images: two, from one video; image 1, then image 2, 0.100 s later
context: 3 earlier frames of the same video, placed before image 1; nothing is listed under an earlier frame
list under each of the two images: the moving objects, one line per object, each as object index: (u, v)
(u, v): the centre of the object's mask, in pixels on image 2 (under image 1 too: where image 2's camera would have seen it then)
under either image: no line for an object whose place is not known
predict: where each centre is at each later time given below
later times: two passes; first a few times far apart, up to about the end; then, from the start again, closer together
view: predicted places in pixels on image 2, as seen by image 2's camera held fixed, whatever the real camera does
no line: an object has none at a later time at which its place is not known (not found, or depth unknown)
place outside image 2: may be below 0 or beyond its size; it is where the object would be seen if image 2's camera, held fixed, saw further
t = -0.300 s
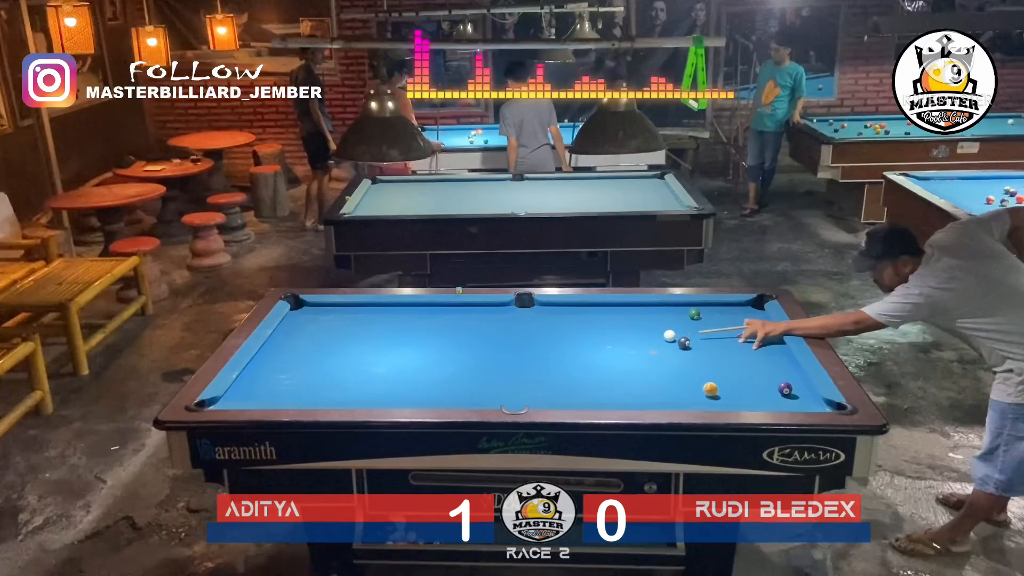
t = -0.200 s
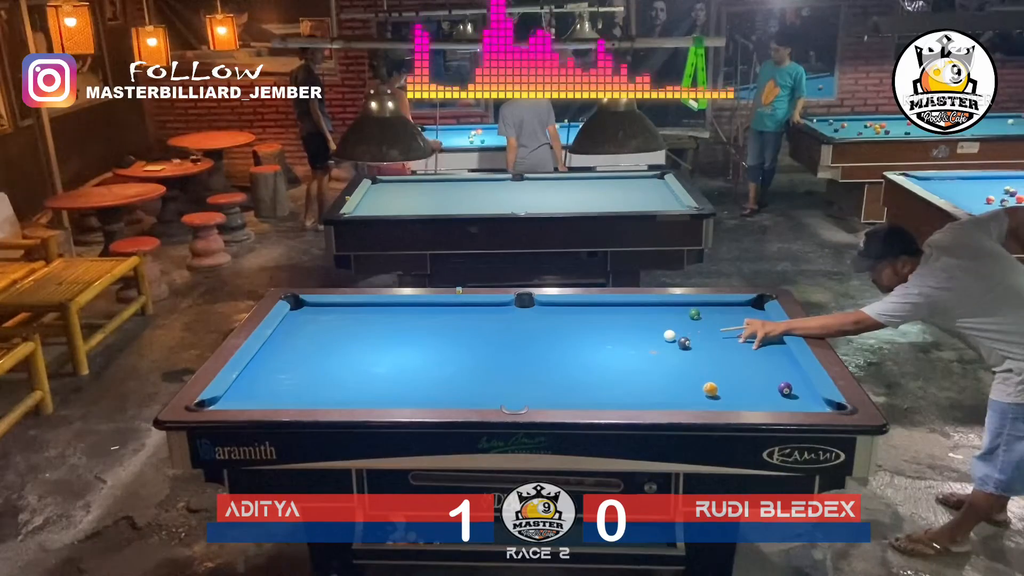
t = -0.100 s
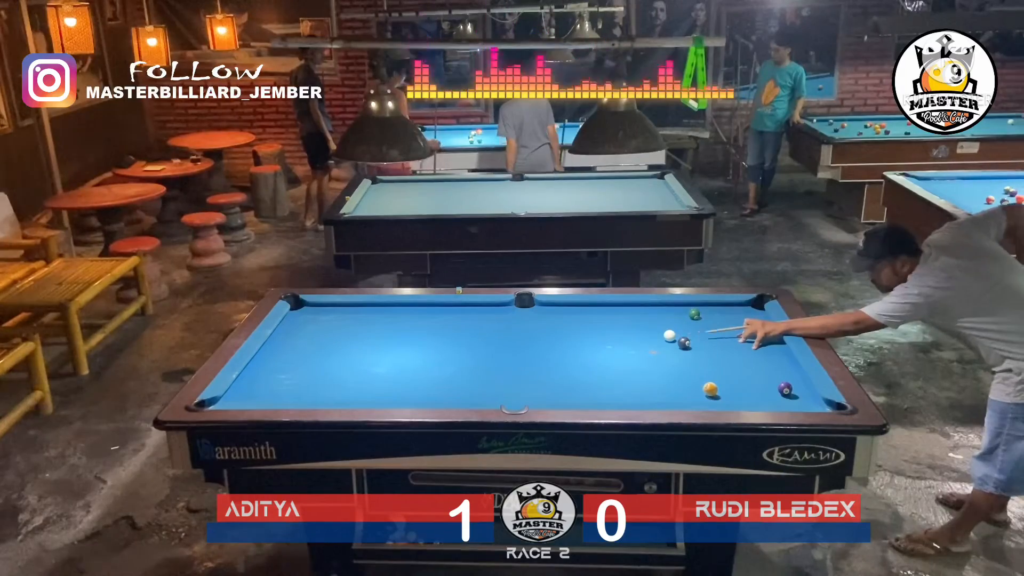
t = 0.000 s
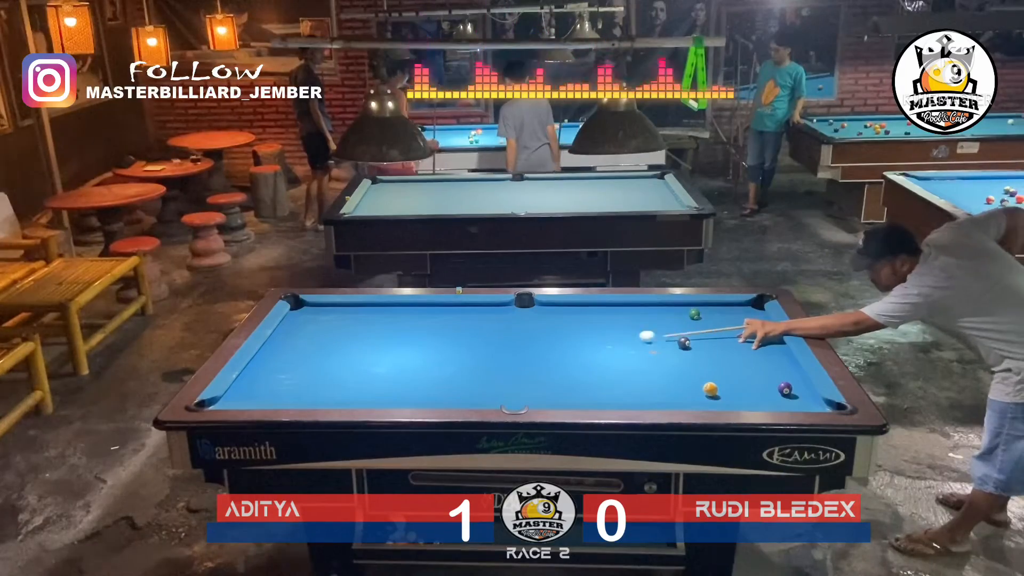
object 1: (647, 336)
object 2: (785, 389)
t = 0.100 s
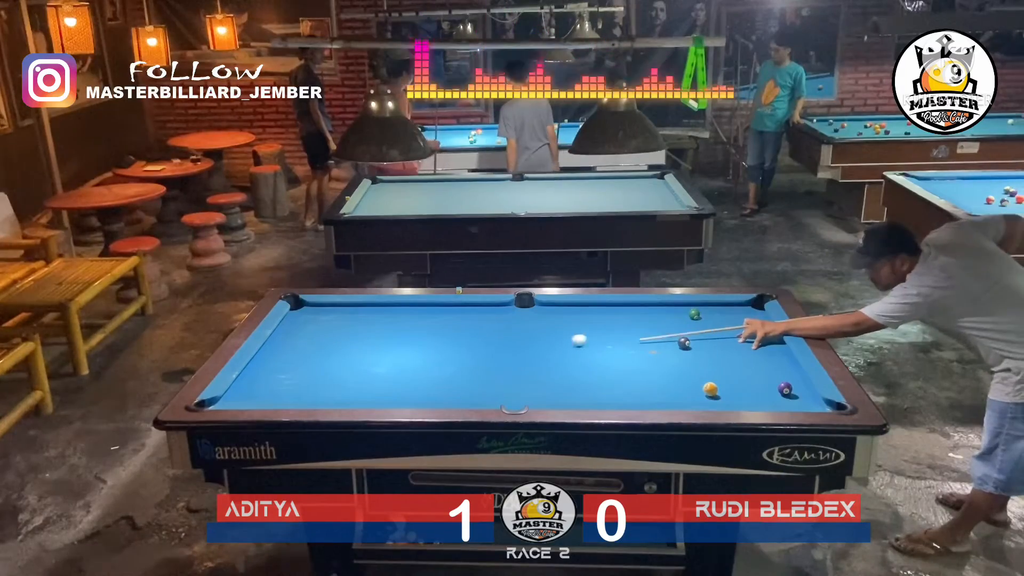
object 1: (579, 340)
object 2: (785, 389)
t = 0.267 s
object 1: (483, 345)
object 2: (785, 389)
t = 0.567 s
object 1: (333, 353)
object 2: (785, 389)
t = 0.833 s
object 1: (299, 359)
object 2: (785, 389)
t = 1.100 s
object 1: (382, 364)
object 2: (785, 389)
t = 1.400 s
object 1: (474, 369)
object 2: (785, 389)
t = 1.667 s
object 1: (555, 372)
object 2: (785, 389)
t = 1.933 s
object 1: (635, 377)
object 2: (785, 389)
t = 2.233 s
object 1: (725, 382)
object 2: (785, 389)
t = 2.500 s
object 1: (786, 380)
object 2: (801, 394)
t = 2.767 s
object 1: (783, 373)
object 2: (812, 401)
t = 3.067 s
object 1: (755, 366)
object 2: (811, 399)
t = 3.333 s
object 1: (735, 362)
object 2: (811, 398)
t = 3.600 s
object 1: (719, 359)
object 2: (811, 396)
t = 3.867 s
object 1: (707, 356)
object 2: (812, 395)
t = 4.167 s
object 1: (697, 354)
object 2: (812, 395)
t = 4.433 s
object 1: (693, 354)
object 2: (812, 395)
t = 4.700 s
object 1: (692, 353)
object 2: (812, 395)
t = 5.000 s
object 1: (692, 353)
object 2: (812, 395)
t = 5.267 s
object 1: (692, 353)
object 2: (812, 395)
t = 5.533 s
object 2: (812, 395)
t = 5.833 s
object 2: (812, 395)
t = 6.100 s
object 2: (810, 395)
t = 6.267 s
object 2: (812, 395)
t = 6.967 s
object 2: (812, 395)
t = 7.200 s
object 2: (812, 395)
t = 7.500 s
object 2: (812, 395)
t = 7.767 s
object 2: (812, 395)
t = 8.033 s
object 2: (812, 395)
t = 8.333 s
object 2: (812, 395)
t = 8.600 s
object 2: (812, 395)
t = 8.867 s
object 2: (812, 395)
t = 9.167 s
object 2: (812, 395)
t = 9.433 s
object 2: (812, 395)
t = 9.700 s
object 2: (812, 395)
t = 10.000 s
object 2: (812, 395)
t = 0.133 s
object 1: (558, 341)
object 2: (785, 389)
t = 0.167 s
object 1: (538, 342)
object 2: (785, 389)
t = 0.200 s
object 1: (519, 343)
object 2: (785, 389)
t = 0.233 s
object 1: (501, 344)
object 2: (785, 389)
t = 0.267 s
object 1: (483, 345)
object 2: (785, 389)
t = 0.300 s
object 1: (467, 346)
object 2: (785, 389)
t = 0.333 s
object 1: (450, 347)
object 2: (785, 389)
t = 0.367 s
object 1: (433, 348)
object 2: (785, 389)
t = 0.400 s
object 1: (417, 349)
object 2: (785, 389)
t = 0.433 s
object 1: (400, 350)
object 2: (785, 389)
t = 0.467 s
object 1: (383, 351)
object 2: (785, 389)
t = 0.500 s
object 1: (366, 352)
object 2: (785, 389)
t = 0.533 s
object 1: (350, 352)
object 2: (785, 389)
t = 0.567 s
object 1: (333, 353)
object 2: (785, 389)
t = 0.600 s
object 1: (316, 355)
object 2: (785, 389)
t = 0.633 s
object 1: (299, 356)
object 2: (785, 389)
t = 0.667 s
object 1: (282, 357)
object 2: (785, 389)
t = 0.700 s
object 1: (265, 358)
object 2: (785, 389)
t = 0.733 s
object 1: (263, 358)
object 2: (785, 389)
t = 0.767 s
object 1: (276, 359)
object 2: (785, 389)
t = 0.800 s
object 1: (288, 359)
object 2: (785, 389)
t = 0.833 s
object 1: (299, 359)
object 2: (785, 389)
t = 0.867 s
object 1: (309, 360)
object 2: (785, 389)
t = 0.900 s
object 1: (320, 361)
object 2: (785, 389)
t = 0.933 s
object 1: (330, 361)
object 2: (785, 389)
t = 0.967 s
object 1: (341, 361)
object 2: (785, 389)
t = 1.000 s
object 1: (351, 362)
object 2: (785, 389)
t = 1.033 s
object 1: (362, 363)
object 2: (785, 389)
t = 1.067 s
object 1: (372, 363)
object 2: (785, 389)
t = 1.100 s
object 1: (382, 364)
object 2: (785, 389)
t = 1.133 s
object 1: (393, 364)
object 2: (785, 389)
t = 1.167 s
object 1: (403, 365)
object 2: (785, 389)
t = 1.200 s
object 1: (413, 365)
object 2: (785, 389)
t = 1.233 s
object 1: (423, 366)
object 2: (785, 389)
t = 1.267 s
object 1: (433, 366)
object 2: (785, 389)
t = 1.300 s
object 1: (443, 367)
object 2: (785, 389)
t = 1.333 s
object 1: (454, 368)
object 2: (785, 389)
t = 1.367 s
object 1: (464, 368)
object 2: (785, 389)
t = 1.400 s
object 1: (474, 369)
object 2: (785, 389)
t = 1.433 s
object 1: (484, 369)
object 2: (785, 389)
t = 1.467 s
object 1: (495, 369)
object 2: (785, 389)
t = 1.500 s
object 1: (505, 370)
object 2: (785, 389)
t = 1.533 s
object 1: (515, 370)
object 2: (785, 389)
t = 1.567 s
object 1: (525, 371)
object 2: (785, 389)
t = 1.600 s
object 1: (535, 371)
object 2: (785, 389)
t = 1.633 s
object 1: (545, 372)
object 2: (785, 389)
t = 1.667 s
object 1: (555, 372)
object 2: (785, 389)
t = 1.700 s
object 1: (565, 373)
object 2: (785, 389)
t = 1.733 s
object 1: (576, 373)
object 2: (785, 389)
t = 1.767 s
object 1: (586, 374)
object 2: (785, 389)
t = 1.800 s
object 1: (596, 374)
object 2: (785, 389)
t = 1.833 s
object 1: (606, 375)
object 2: (785, 389)
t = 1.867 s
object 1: (615, 376)
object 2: (785, 389)
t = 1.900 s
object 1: (625, 376)
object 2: (785, 389)
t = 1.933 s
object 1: (635, 377)
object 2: (785, 389)
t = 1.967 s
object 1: (645, 377)
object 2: (785, 389)
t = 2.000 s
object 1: (655, 378)
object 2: (785, 389)
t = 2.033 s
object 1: (665, 378)
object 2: (785, 389)
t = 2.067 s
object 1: (675, 378)
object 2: (785, 389)
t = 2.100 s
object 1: (685, 379)
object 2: (785, 389)
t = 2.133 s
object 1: (695, 380)
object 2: (785, 389)
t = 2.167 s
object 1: (704, 379)
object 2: (785, 389)
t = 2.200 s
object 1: (715, 380)
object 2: (785, 389)
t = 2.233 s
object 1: (725, 382)
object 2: (785, 389)
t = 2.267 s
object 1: (735, 382)
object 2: (785, 389)
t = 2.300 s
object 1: (744, 382)
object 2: (785, 389)
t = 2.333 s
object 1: (755, 383)
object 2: (785, 389)
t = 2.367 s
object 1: (764, 383)
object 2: (785, 389)
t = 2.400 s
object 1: (773, 384)
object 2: (787, 390)
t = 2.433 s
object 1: (776, 382)
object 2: (792, 391)
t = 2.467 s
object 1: (781, 381)
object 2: (796, 393)
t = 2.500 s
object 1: (786, 380)
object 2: (801, 394)
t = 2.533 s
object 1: (790, 379)
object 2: (805, 395)
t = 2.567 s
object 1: (794, 378)
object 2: (809, 396)
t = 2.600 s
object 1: (798, 377)
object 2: (814, 398)
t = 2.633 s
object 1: (798, 376)
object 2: (814, 399)
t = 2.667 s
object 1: (794, 375)
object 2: (814, 400)
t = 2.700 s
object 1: (790, 374)
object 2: (813, 400)
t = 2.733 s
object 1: (786, 373)
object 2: (813, 400)
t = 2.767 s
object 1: (783, 373)
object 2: (812, 401)
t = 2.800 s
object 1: (780, 372)
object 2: (812, 402)
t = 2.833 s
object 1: (776, 371)
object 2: (812, 402)
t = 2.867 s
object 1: (773, 370)
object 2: (812, 402)
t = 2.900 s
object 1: (770, 370)
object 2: (812, 401)
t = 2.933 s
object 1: (767, 369)
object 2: (812, 401)
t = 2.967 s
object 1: (764, 368)
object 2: (811, 400)
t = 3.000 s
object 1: (761, 368)
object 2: (811, 400)
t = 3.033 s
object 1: (758, 367)
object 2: (811, 400)
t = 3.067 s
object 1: (755, 366)
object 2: (811, 399)
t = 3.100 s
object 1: (752, 366)
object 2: (811, 399)
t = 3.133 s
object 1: (750, 365)
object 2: (811, 399)
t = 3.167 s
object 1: (747, 365)
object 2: (811, 399)
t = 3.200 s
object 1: (744, 364)
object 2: (811, 398)
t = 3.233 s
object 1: (742, 364)
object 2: (811, 398)
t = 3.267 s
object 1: (740, 363)
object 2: (811, 398)
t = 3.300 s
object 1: (737, 363)
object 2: (811, 398)
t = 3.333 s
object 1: (735, 362)
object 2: (811, 398)
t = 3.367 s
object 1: (733, 362)
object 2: (811, 397)
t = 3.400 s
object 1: (731, 361)
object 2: (811, 397)
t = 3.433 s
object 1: (729, 361)
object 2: (811, 397)
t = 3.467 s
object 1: (727, 360)
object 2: (811, 397)
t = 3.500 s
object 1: (725, 360)
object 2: (811, 397)
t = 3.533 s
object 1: (723, 359)
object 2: (811, 397)
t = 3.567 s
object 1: (721, 359)
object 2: (811, 396)
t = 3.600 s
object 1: (719, 359)
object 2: (811, 396)
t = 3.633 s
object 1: (717, 358)
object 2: (812, 396)
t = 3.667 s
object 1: (715, 358)
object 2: (812, 396)
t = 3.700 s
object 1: (714, 358)
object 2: (812, 396)
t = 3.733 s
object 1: (712, 357)
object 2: (812, 395)
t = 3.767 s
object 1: (711, 357)
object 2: (812, 395)
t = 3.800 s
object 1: (709, 357)
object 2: (812, 395)
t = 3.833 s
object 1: (708, 356)
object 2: (812, 395)
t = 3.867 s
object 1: (707, 356)
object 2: (812, 395)
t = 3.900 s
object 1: (706, 356)
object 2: (812, 395)
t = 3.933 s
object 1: (704, 356)
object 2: (812, 395)
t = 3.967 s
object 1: (703, 356)
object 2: (812, 395)
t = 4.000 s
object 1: (702, 355)
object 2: (812, 395)
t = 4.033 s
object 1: (701, 355)
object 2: (812, 395)
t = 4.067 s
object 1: (700, 355)
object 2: (812, 395)
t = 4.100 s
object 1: (699, 355)
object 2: (812, 395)
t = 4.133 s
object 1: (698, 355)
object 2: (812, 395)
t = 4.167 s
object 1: (697, 354)
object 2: (812, 395)
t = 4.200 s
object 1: (697, 354)
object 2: (812, 395)
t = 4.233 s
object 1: (696, 354)
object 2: (812, 395)
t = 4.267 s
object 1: (695, 354)
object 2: (812, 395)
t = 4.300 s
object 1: (695, 354)
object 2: (812, 395)
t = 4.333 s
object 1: (694, 354)
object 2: (812, 395)
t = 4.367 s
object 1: (694, 354)
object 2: (812, 395)
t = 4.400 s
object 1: (693, 354)
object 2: (812, 395)
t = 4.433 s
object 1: (693, 354)
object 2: (812, 395)
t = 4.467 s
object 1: (693, 354)
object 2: (812, 395)
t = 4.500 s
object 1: (693, 354)
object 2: (812, 395)
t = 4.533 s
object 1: (692, 354)
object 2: (812, 395)
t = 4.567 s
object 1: (692, 353)
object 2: (812, 395)
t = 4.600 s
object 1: (692, 353)
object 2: (812, 395)
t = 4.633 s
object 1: (692, 353)
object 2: (812, 395)
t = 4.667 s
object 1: (692, 353)
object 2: (812, 395)
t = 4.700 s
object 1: (692, 353)
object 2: (812, 395)
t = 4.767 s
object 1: (692, 353)
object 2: (812, 395)
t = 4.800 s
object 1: (692, 353)
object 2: (812, 395)
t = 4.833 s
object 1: (692, 353)
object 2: (812, 395)
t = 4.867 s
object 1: (692, 353)
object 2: (812, 395)
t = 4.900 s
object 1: (692, 353)
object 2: (812, 395)
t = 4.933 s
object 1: (692, 353)
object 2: (812, 395)
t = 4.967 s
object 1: (692, 353)
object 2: (812, 395)
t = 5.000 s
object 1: (692, 353)
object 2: (812, 395)
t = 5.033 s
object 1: (692, 353)
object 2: (812, 395)
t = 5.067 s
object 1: (692, 353)
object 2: (812, 395)
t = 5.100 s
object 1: (692, 353)
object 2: (812, 395)
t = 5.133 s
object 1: (692, 353)
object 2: (812, 395)
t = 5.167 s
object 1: (692, 353)
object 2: (812, 395)
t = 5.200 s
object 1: (692, 353)
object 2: (812, 395)
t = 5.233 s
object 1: (692, 353)
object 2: (812, 395)
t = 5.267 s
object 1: (692, 353)
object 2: (812, 395)
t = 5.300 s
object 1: (692, 353)
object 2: (812, 395)
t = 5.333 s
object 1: (692, 353)
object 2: (812, 395)
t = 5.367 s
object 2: (812, 395)
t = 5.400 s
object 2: (812, 395)
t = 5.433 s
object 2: (812, 395)
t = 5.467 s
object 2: (812, 395)
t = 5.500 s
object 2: (812, 395)
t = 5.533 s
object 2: (812, 395)
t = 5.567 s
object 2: (812, 395)
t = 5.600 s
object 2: (812, 395)
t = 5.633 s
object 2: (812, 395)
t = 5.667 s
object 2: (812, 395)
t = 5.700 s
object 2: (812, 395)
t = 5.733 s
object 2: (812, 395)
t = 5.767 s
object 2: (812, 395)
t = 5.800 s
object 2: (812, 395)
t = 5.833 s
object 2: (812, 395)
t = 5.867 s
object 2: (812, 395)
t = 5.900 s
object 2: (812, 395)
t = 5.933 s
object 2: (812, 395)
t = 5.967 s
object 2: (812, 395)
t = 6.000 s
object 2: (812, 395)
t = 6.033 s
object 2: (812, 395)
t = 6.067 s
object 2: (812, 395)
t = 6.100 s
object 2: (810, 395)
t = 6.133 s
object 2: (808, 396)
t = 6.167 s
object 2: (815, 395)
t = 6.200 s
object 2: (813, 395)
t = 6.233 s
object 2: (812, 395)
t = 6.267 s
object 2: (812, 395)
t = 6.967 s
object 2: (812, 395)
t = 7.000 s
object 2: (812, 395)
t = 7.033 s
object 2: (812, 395)
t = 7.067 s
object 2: (812, 395)
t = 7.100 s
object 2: (812, 395)
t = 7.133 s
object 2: (812, 395)
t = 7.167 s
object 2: (812, 395)
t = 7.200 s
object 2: (812, 395)
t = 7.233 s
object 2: (812, 395)
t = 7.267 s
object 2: (812, 395)
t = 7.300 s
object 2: (812, 395)
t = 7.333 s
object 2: (812, 395)
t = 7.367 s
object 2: (812, 395)
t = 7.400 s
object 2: (812, 395)
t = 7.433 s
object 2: (812, 395)
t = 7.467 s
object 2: (812, 395)
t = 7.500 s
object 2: (812, 395)
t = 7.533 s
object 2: (812, 395)
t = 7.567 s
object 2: (812, 395)
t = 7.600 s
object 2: (812, 395)
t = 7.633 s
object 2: (812, 395)
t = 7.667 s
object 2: (812, 395)
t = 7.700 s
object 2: (812, 395)
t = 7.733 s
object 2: (812, 395)
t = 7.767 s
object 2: (812, 395)
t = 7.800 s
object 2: (812, 395)
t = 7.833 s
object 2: (812, 395)
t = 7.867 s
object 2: (812, 395)
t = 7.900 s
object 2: (812, 395)
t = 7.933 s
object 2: (812, 395)
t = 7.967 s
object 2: (812, 395)
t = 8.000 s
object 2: (812, 395)
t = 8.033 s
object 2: (812, 395)
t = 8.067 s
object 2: (812, 395)
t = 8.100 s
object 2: (812, 395)
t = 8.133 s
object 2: (812, 395)
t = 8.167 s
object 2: (812, 395)
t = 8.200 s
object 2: (812, 395)
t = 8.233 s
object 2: (812, 395)
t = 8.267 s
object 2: (812, 395)
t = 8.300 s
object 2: (812, 395)
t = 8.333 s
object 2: (812, 395)
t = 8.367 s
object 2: (812, 395)
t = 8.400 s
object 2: (812, 395)
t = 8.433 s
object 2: (812, 395)
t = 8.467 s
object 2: (812, 395)
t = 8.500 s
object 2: (812, 395)
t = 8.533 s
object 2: (812, 395)
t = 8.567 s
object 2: (812, 395)
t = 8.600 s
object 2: (812, 395)
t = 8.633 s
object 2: (812, 395)
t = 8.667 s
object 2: (812, 395)
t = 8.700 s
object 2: (812, 395)
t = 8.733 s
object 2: (812, 395)
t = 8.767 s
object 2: (812, 395)
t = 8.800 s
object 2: (812, 395)
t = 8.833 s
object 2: (812, 395)
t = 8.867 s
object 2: (812, 395)
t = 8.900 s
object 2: (812, 395)
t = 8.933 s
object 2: (812, 395)
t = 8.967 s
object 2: (812, 395)
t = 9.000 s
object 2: (812, 395)
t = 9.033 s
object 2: (812, 395)
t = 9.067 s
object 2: (812, 395)
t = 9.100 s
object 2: (812, 395)
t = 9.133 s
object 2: (812, 395)
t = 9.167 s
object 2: (812, 395)
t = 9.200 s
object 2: (812, 395)
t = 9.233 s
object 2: (812, 395)
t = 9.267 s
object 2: (812, 395)
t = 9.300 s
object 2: (812, 395)
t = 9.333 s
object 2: (812, 395)
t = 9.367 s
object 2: (812, 395)
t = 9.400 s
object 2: (812, 395)
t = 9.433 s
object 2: (812, 395)
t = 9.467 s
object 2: (812, 395)
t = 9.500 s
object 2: (812, 395)
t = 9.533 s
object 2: (812, 395)
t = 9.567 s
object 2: (812, 395)
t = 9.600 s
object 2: (812, 395)
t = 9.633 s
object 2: (812, 395)
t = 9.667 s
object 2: (812, 395)
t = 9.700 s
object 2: (812, 395)
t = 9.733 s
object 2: (812, 395)
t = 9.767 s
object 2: (812, 395)
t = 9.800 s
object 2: (812, 395)
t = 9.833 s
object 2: (812, 395)
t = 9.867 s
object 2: (812, 395)
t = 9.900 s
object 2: (812, 395)
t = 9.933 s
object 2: (812, 395)
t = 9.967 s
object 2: (812, 395)
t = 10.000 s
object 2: (812, 395)
